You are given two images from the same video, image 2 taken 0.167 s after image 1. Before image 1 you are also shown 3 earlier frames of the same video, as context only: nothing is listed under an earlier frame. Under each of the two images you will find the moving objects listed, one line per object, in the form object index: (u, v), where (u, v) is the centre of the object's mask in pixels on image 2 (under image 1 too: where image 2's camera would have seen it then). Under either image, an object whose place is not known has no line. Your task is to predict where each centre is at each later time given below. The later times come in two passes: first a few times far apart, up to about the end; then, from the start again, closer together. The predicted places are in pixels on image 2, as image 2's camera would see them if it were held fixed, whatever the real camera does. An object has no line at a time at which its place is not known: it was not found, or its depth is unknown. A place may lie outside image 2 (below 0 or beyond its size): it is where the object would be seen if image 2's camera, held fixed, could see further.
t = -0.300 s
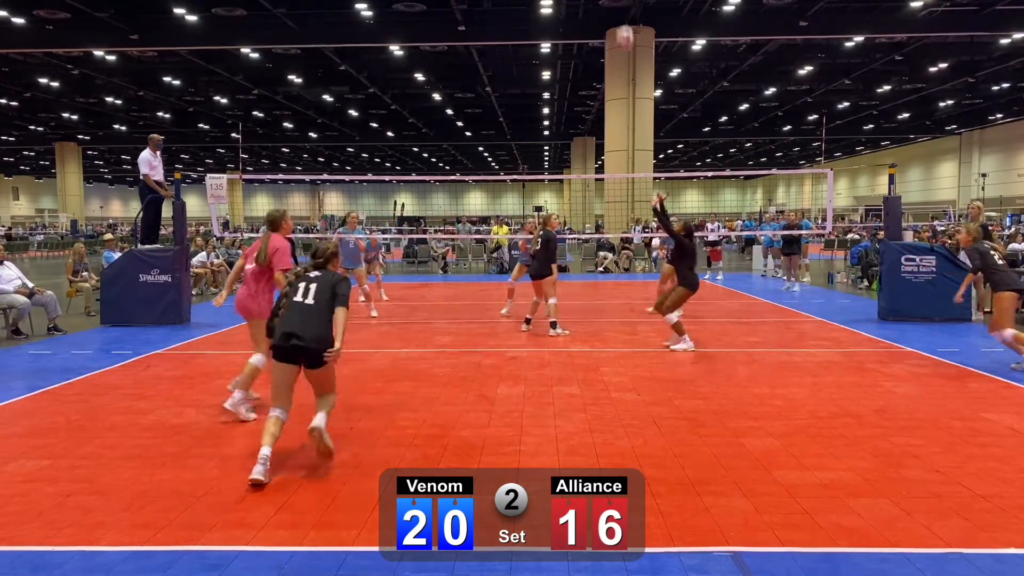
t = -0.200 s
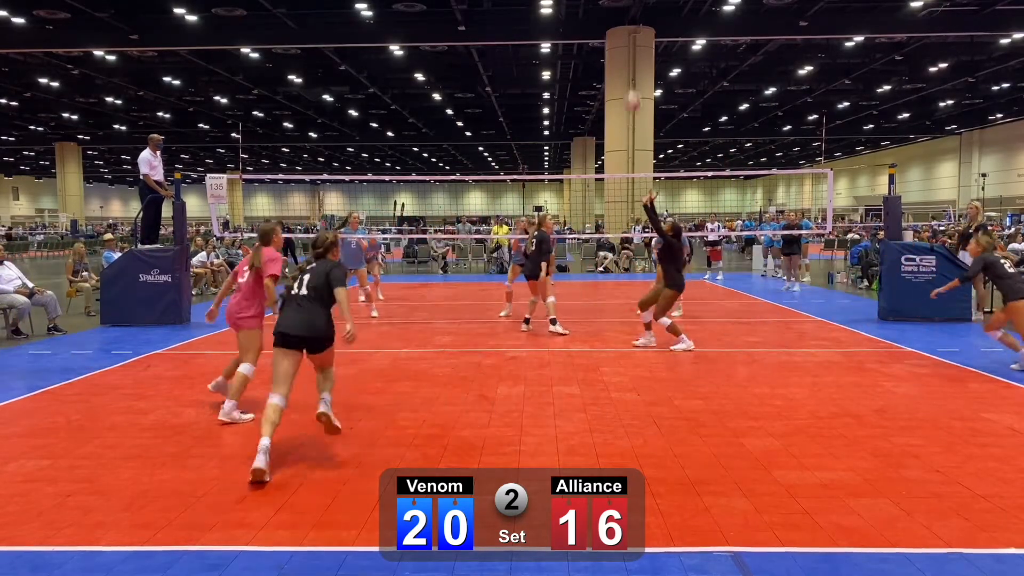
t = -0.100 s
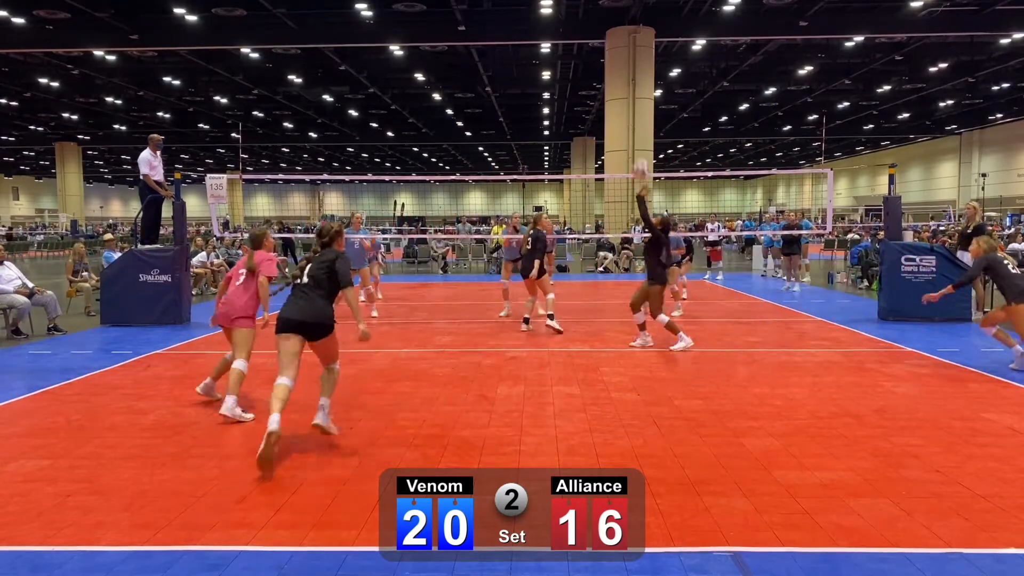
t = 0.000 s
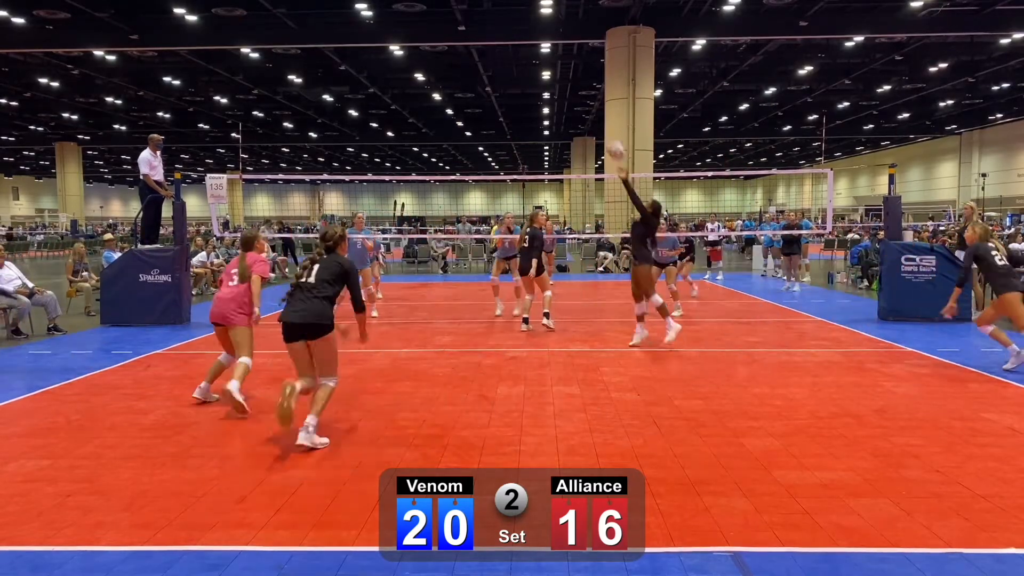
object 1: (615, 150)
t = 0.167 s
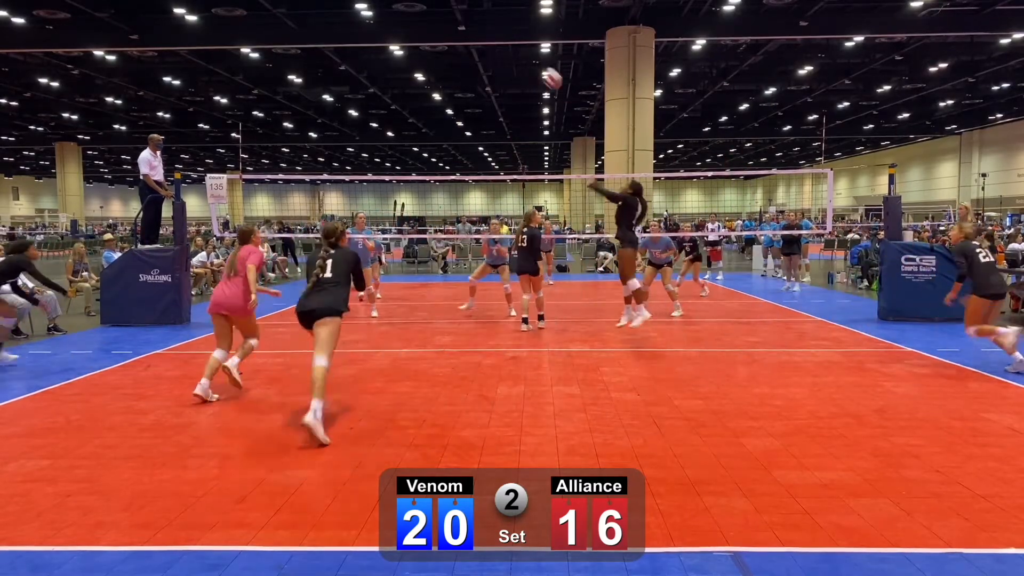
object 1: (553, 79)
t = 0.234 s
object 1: (528, 57)
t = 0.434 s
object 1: (459, 15)
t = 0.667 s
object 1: (386, 8)
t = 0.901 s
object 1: (320, 41)
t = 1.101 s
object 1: (270, 99)
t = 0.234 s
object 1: (528, 57)
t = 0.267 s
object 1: (516, 48)
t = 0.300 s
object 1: (504, 39)
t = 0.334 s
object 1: (492, 32)
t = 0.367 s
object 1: (481, 25)
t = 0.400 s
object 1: (470, 20)
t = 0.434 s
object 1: (459, 15)
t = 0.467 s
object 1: (448, 11)
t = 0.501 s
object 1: (437, 8)
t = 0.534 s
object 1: (427, 7)
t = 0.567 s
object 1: (417, 7)
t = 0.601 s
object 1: (407, 7)
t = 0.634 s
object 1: (396, 7)
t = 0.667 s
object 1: (386, 8)
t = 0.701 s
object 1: (378, 10)
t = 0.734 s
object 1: (367, 14)
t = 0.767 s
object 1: (356, 18)
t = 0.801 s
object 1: (347, 23)
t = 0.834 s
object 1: (338, 28)
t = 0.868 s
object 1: (329, 34)
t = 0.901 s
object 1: (320, 41)
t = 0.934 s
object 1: (311, 50)
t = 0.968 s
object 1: (303, 58)
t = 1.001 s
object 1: (294, 67)
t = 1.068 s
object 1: (278, 88)
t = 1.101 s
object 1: (270, 99)
